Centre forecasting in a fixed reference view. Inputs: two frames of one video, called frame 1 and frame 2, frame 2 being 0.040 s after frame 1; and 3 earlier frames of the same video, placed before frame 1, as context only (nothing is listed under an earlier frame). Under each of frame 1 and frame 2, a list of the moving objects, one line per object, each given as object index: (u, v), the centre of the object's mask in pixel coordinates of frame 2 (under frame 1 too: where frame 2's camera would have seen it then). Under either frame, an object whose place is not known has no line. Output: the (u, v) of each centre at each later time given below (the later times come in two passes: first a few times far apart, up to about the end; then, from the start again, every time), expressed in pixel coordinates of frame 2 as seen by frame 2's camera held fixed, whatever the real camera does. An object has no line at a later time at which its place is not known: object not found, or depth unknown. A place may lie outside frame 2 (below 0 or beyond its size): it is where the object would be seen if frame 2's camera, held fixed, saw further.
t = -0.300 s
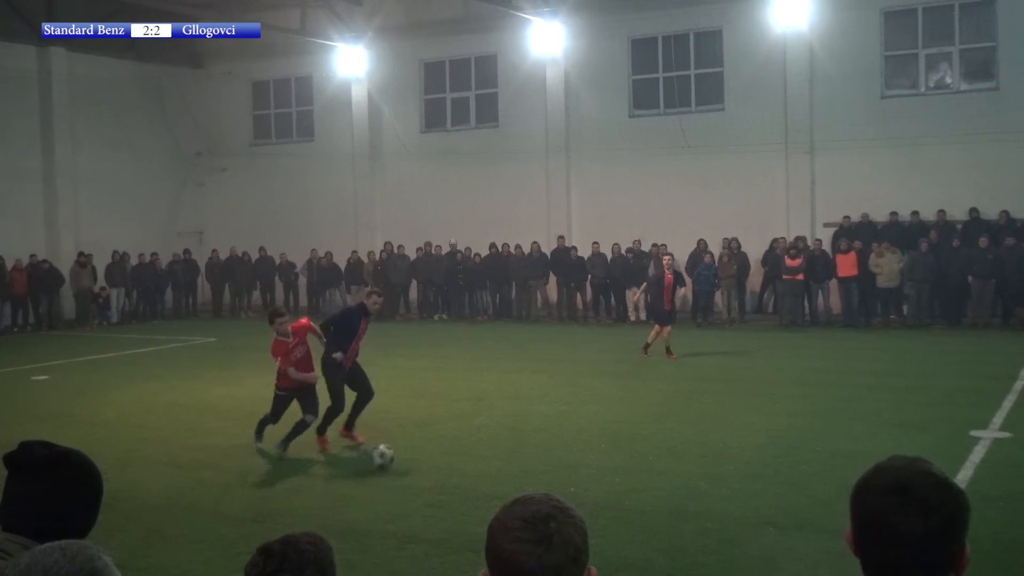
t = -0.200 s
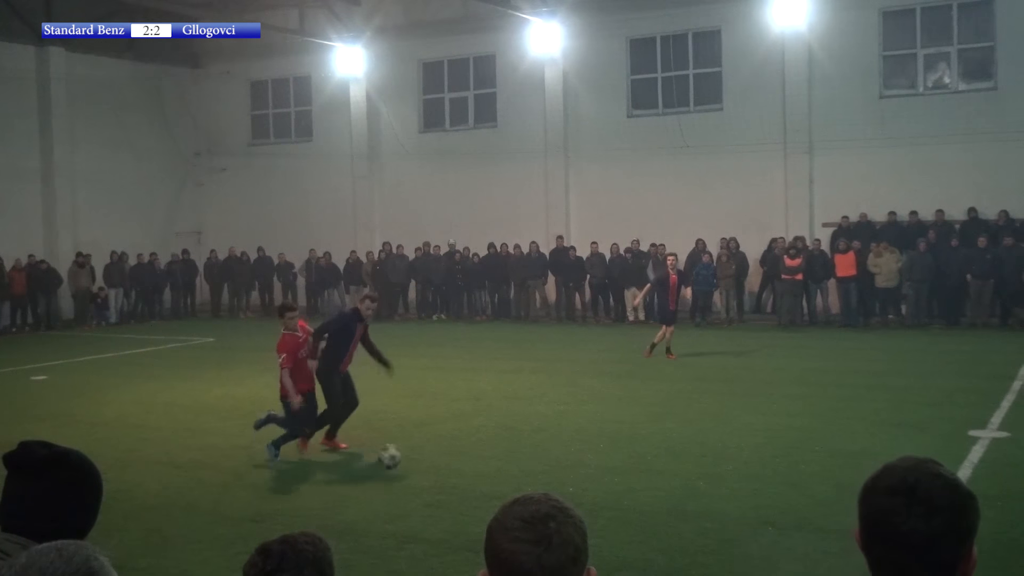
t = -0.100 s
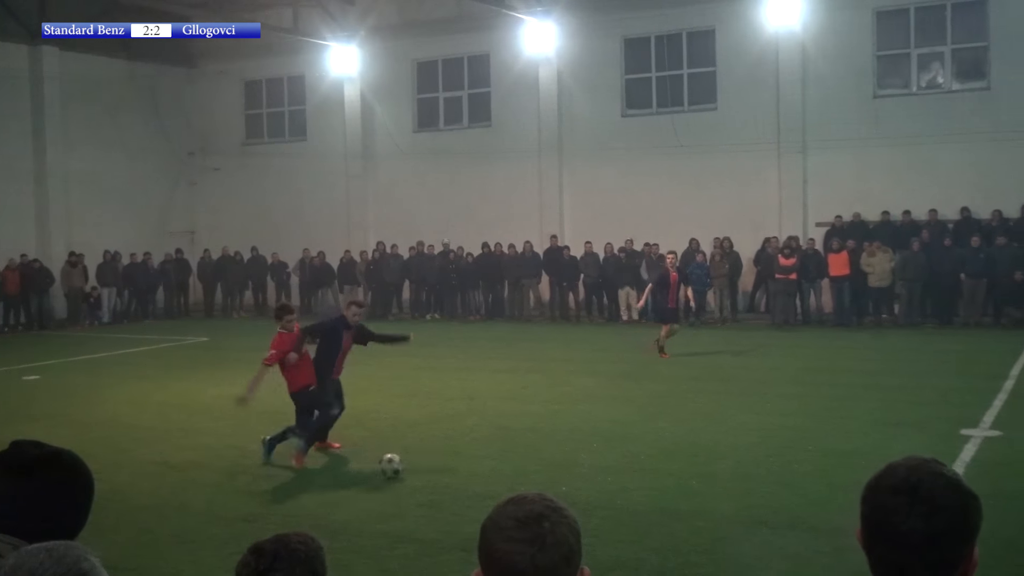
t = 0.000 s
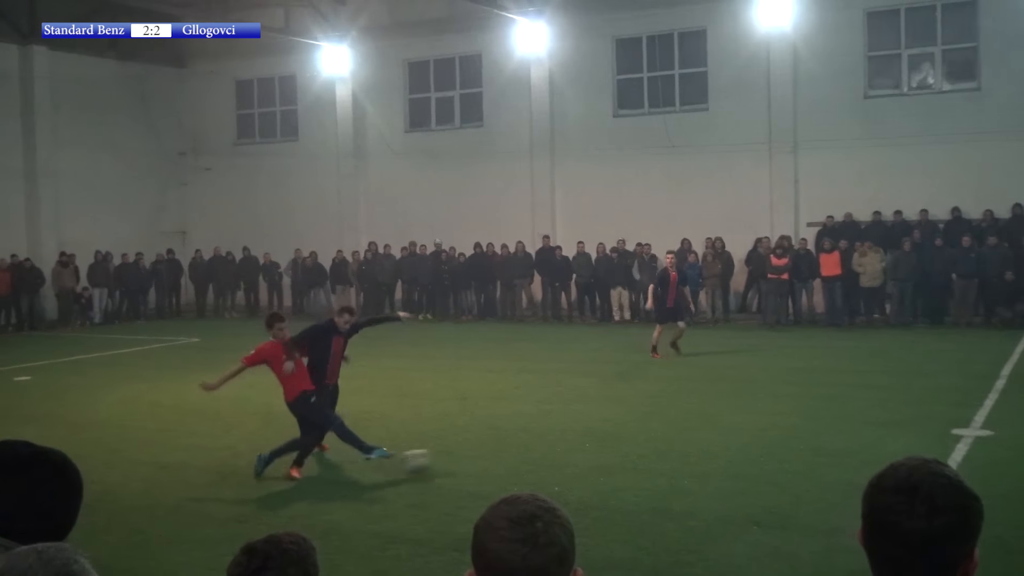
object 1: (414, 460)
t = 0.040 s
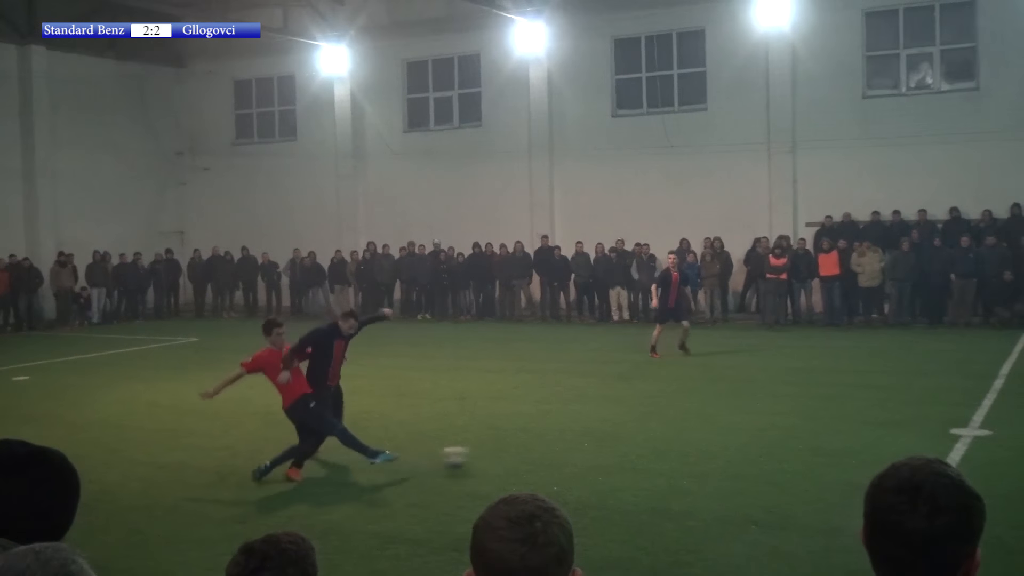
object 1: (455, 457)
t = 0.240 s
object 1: (617, 444)
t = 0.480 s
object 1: (758, 430)
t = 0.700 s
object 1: (875, 422)
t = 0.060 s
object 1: (474, 456)
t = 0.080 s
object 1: (494, 457)
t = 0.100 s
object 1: (511, 457)
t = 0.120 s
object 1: (525, 454)
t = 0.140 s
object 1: (542, 452)
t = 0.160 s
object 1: (557, 448)
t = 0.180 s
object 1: (573, 447)
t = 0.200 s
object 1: (587, 445)
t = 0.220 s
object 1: (603, 444)
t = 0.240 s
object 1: (617, 444)
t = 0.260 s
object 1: (630, 445)
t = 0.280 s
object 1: (644, 443)
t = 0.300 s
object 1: (657, 439)
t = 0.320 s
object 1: (669, 438)
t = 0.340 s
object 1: (679, 437)
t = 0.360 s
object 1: (692, 435)
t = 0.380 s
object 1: (703, 435)
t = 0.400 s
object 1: (714, 435)
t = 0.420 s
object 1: (725, 435)
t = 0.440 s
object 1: (736, 433)
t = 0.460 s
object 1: (747, 431)
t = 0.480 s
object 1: (758, 430)
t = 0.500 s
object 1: (768, 428)
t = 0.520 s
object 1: (778, 427)
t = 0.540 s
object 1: (790, 427)
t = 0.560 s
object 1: (800, 428)
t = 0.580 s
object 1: (811, 427)
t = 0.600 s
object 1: (822, 425)
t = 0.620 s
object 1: (832, 424)
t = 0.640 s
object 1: (842, 423)
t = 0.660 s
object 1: (853, 422)
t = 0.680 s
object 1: (864, 421)
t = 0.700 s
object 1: (875, 422)
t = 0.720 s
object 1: (885, 421)
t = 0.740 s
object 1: (896, 419)
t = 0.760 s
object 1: (905, 417)
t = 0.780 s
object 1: (917, 417)
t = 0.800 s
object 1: (927, 416)
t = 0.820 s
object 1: (938, 416)
